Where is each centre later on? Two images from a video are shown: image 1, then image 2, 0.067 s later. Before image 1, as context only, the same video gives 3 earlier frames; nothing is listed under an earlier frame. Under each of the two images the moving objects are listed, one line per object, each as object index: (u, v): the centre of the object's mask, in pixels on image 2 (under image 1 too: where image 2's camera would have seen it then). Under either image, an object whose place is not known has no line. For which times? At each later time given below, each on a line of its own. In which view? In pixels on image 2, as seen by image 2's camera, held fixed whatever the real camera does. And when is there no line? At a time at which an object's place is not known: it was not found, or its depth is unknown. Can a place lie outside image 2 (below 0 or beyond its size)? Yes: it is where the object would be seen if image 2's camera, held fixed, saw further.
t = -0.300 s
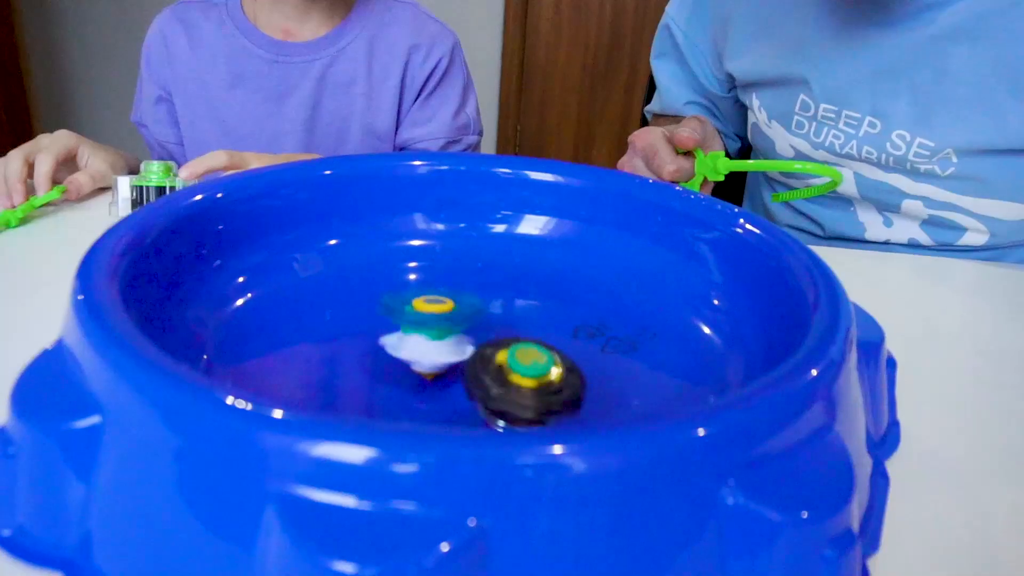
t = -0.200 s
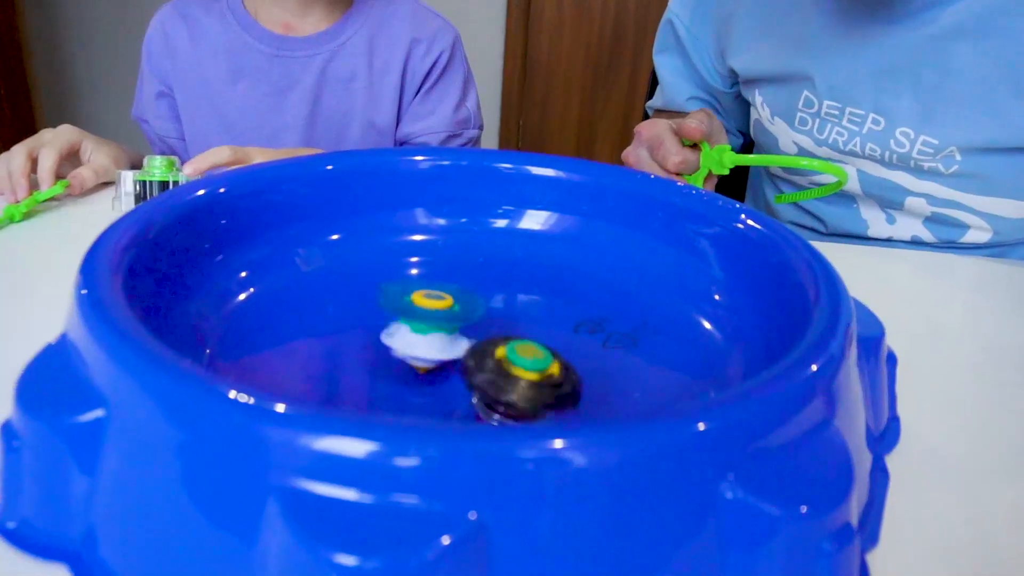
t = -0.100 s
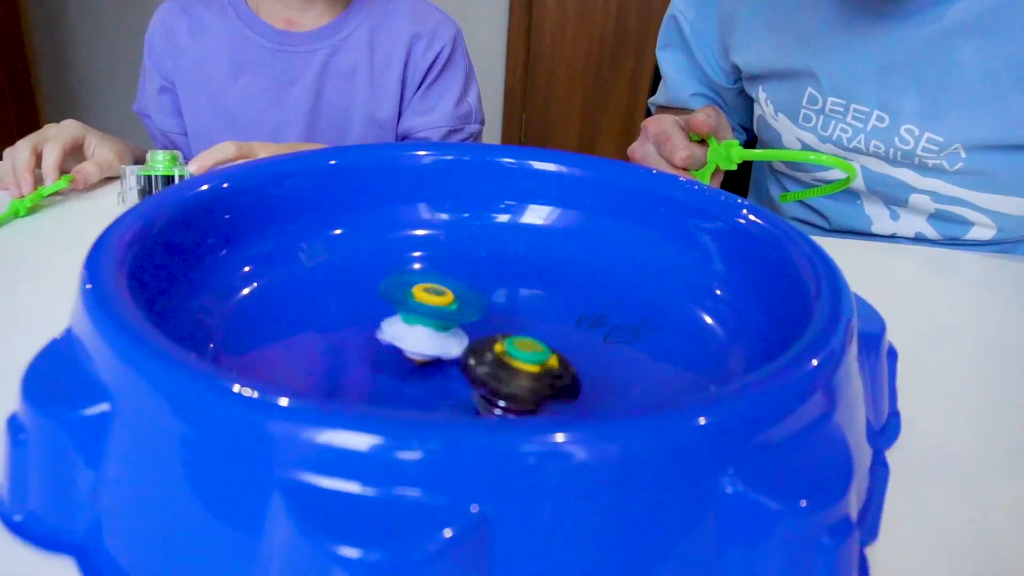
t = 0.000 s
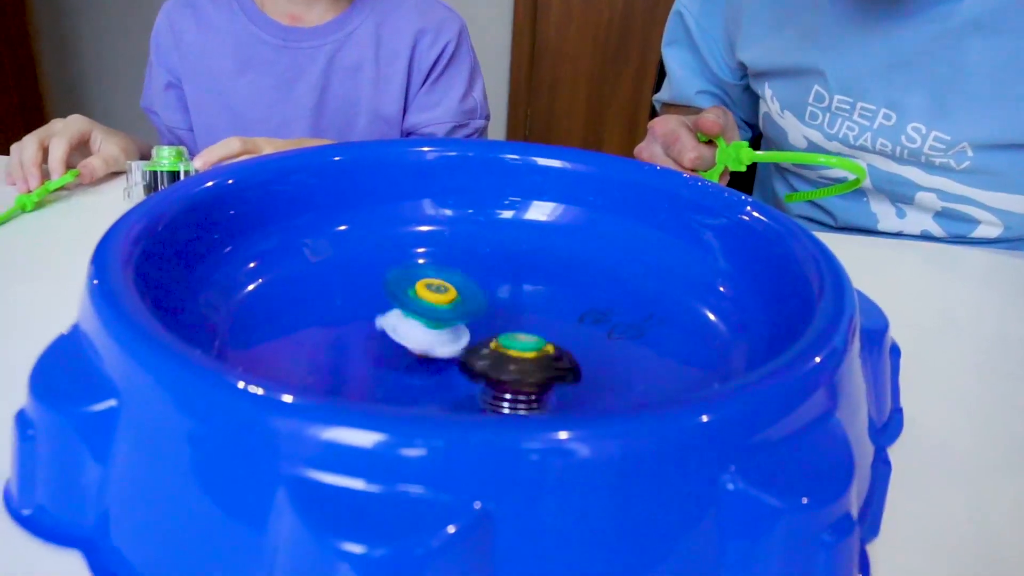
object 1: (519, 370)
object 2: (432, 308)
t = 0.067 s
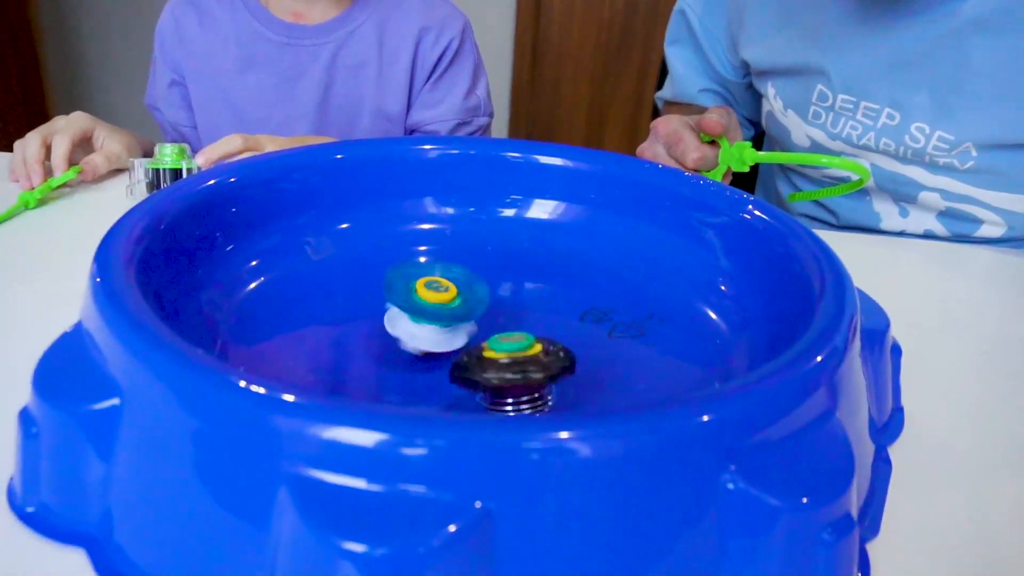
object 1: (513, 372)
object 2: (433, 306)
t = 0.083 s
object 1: (512, 372)
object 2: (433, 305)
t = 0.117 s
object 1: (511, 373)
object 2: (432, 306)
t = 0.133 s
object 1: (510, 373)
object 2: (433, 306)
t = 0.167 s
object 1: (508, 374)
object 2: (433, 305)
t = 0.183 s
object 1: (508, 374)
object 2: (434, 305)
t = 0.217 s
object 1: (507, 374)
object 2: (433, 305)
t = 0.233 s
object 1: (508, 373)
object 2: (433, 305)
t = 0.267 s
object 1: (507, 373)
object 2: (434, 304)
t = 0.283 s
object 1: (507, 372)
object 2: (435, 304)
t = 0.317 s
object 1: (504, 373)
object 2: (434, 303)
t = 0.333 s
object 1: (504, 373)
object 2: (434, 304)
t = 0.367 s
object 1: (499, 372)
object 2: (434, 303)
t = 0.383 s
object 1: (498, 372)
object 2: (435, 303)
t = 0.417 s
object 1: (495, 373)
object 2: (435, 302)
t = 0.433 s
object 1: (495, 373)
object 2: (435, 304)
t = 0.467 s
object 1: (489, 374)
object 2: (434, 302)
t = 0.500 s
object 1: (486, 374)
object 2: (435, 303)
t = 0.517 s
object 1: (485, 374)
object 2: (436, 302)
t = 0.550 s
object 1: (485, 375)
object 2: (435, 304)
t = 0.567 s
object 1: (486, 375)
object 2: (435, 304)
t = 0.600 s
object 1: (486, 376)
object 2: (436, 305)
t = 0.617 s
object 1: (486, 376)
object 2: (436, 305)
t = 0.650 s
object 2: (435, 307)
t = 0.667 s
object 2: (436, 307)
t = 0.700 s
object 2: (436, 308)
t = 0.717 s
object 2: (435, 308)
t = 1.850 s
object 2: (436, 266)
